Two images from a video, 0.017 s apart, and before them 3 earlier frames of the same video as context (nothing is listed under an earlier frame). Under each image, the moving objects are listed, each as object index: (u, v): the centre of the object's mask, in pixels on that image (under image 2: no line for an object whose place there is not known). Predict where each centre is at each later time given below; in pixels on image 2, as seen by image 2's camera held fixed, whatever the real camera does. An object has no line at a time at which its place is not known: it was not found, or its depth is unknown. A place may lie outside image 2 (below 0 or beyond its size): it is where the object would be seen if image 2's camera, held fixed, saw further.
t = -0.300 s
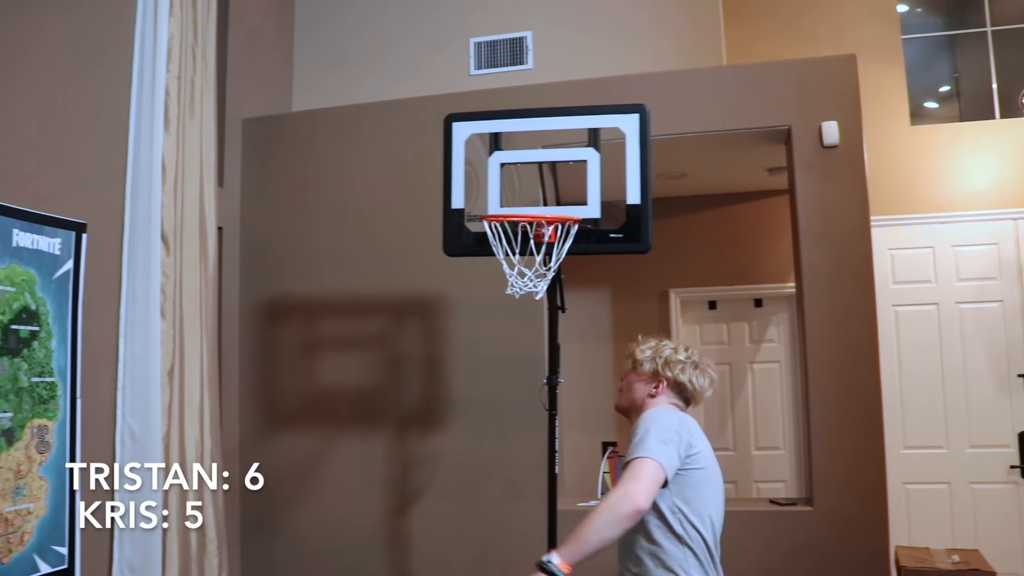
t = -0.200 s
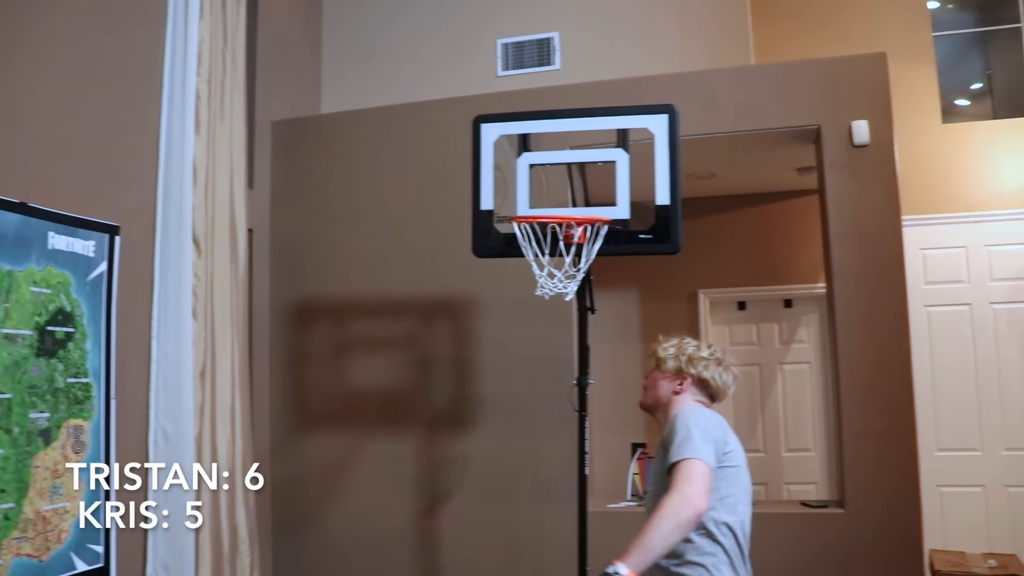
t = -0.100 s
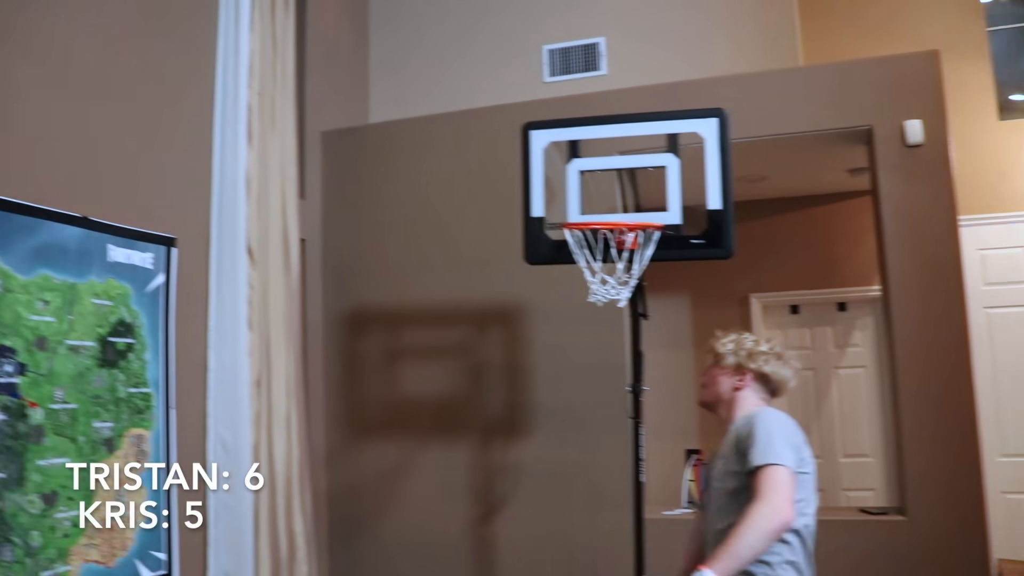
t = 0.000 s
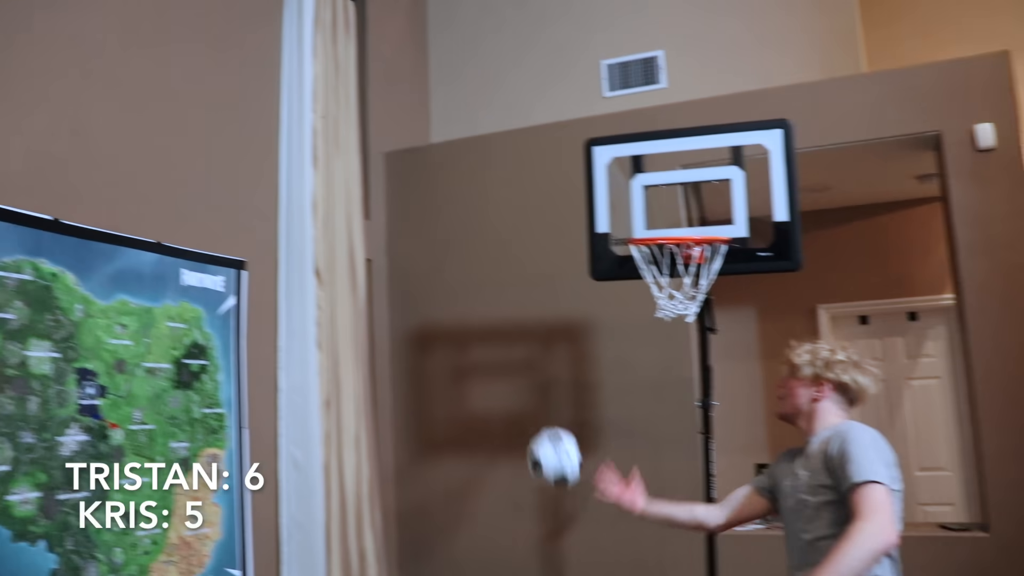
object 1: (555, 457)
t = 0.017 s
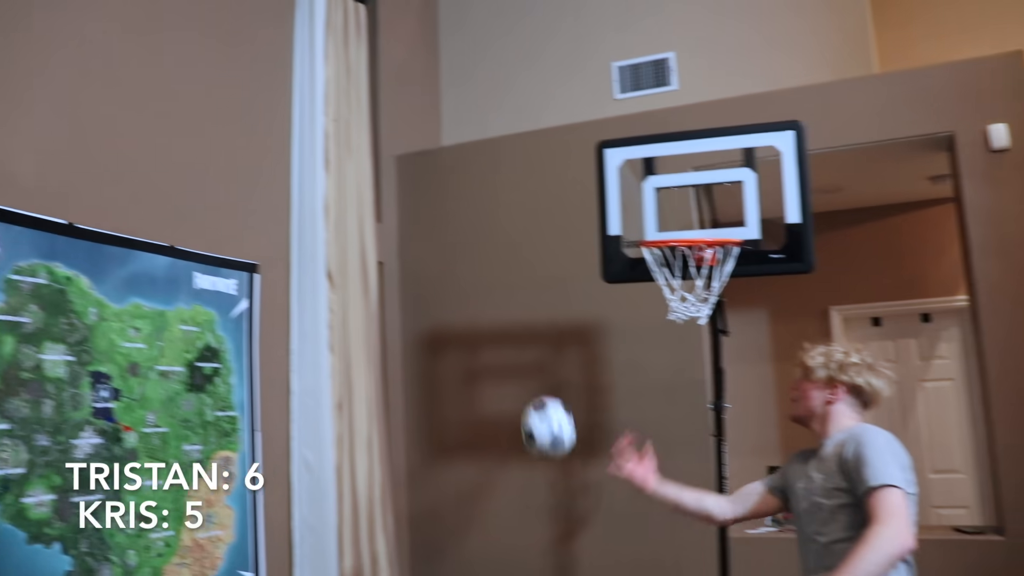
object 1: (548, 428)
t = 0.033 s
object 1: (530, 397)
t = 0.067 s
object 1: (496, 336)
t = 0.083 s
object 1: (479, 308)
